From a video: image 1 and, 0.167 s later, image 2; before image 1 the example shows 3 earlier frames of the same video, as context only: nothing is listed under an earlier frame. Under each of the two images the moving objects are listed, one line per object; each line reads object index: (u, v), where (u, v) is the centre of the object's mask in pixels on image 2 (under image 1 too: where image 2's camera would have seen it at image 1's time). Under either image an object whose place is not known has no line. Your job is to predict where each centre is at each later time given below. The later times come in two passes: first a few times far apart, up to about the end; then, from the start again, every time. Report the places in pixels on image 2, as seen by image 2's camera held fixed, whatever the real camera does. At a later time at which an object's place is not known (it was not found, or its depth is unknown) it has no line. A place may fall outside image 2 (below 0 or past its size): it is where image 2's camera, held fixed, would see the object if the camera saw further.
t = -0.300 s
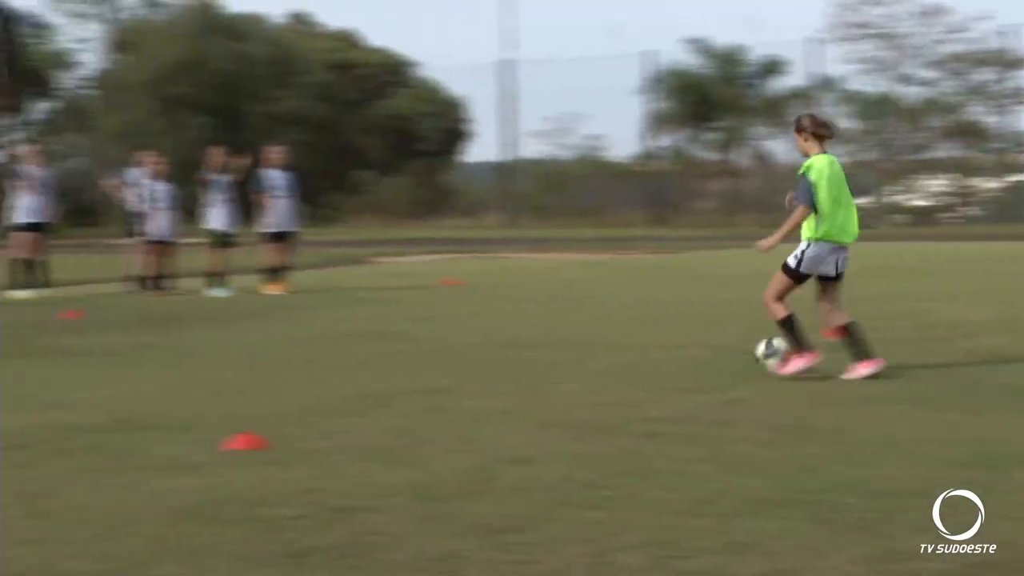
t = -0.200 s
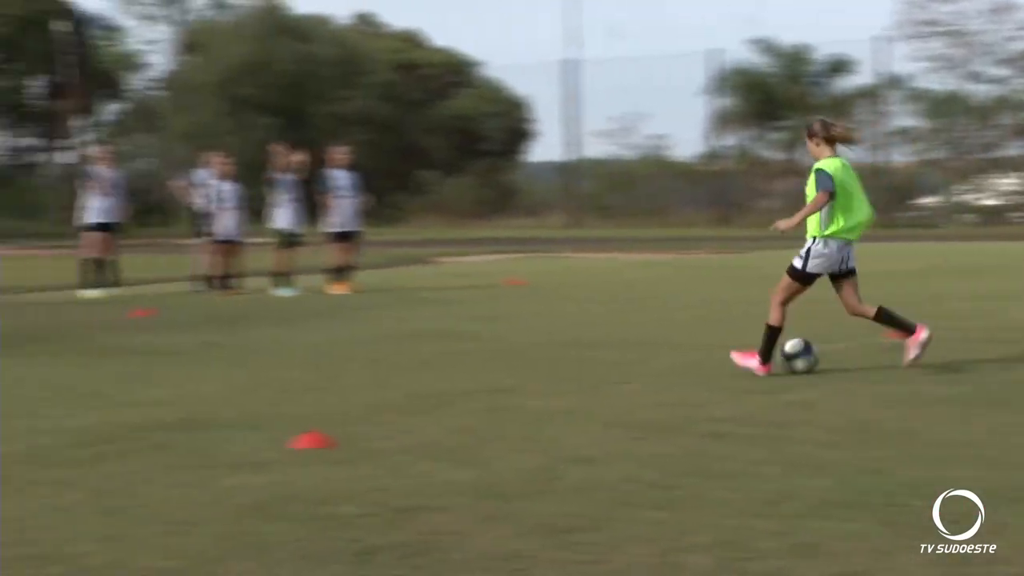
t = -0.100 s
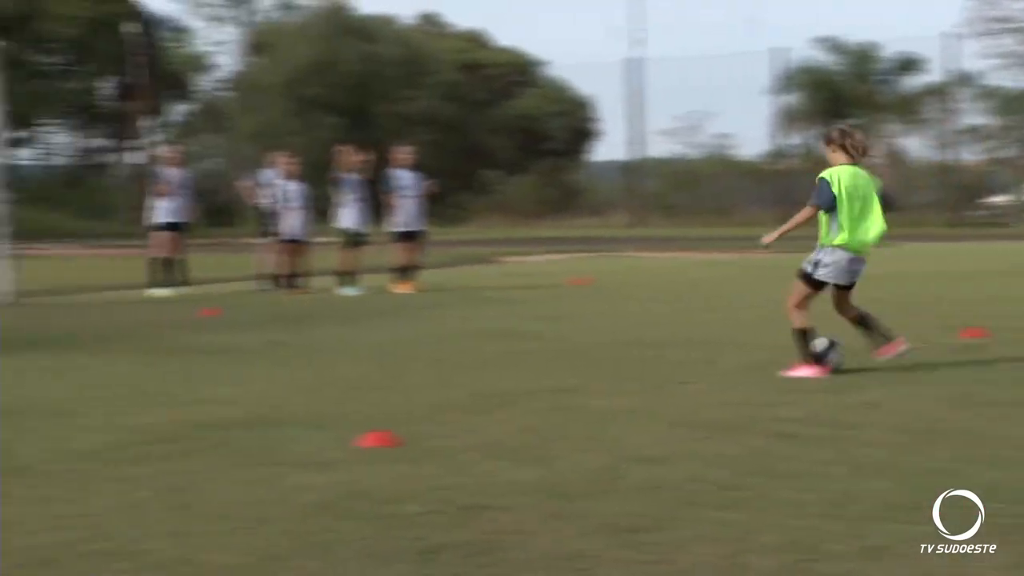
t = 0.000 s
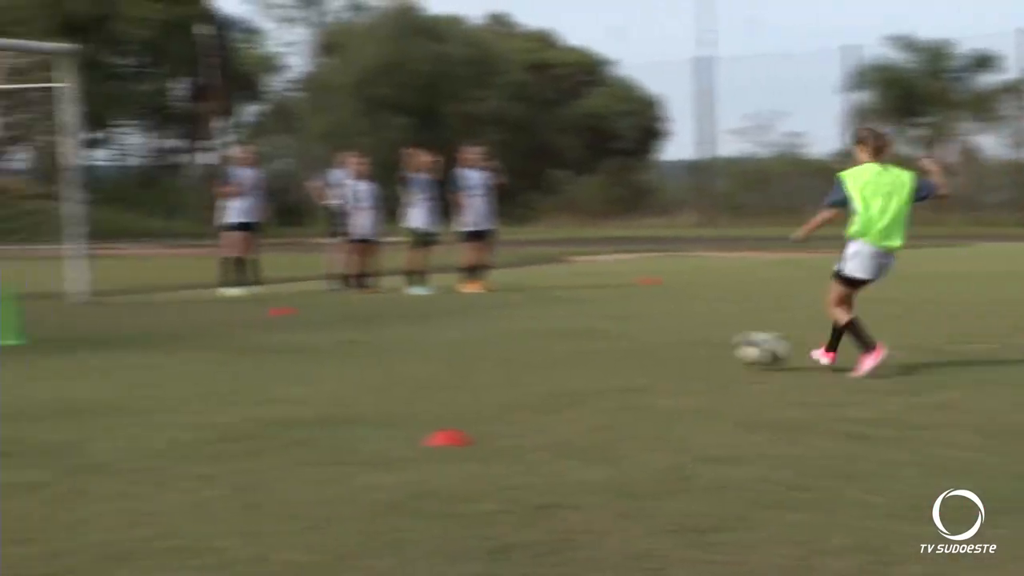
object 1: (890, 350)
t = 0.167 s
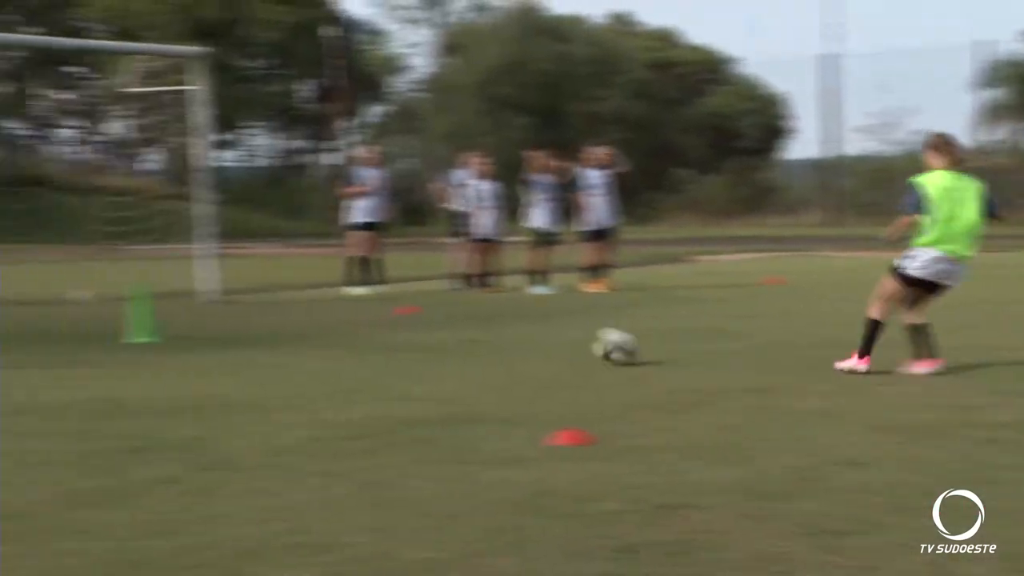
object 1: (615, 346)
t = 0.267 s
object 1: (479, 342)
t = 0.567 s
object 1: (161, 341)
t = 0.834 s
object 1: (-55, 344)
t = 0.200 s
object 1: (568, 342)
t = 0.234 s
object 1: (525, 341)
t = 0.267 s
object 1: (479, 342)
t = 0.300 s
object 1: (437, 345)
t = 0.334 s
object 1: (398, 347)
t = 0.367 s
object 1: (360, 343)
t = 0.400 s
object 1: (325, 338)
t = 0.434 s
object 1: (291, 335)
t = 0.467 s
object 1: (258, 334)
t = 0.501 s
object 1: (225, 334)
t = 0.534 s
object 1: (193, 336)
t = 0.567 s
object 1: (161, 341)
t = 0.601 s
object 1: (130, 343)
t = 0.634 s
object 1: (102, 338)
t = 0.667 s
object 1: (76, 334)
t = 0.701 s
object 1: (50, 334)
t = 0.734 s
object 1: (22, 334)
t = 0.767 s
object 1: (-3, 336)
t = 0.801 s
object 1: (-28, 339)
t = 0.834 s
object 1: (-55, 344)
